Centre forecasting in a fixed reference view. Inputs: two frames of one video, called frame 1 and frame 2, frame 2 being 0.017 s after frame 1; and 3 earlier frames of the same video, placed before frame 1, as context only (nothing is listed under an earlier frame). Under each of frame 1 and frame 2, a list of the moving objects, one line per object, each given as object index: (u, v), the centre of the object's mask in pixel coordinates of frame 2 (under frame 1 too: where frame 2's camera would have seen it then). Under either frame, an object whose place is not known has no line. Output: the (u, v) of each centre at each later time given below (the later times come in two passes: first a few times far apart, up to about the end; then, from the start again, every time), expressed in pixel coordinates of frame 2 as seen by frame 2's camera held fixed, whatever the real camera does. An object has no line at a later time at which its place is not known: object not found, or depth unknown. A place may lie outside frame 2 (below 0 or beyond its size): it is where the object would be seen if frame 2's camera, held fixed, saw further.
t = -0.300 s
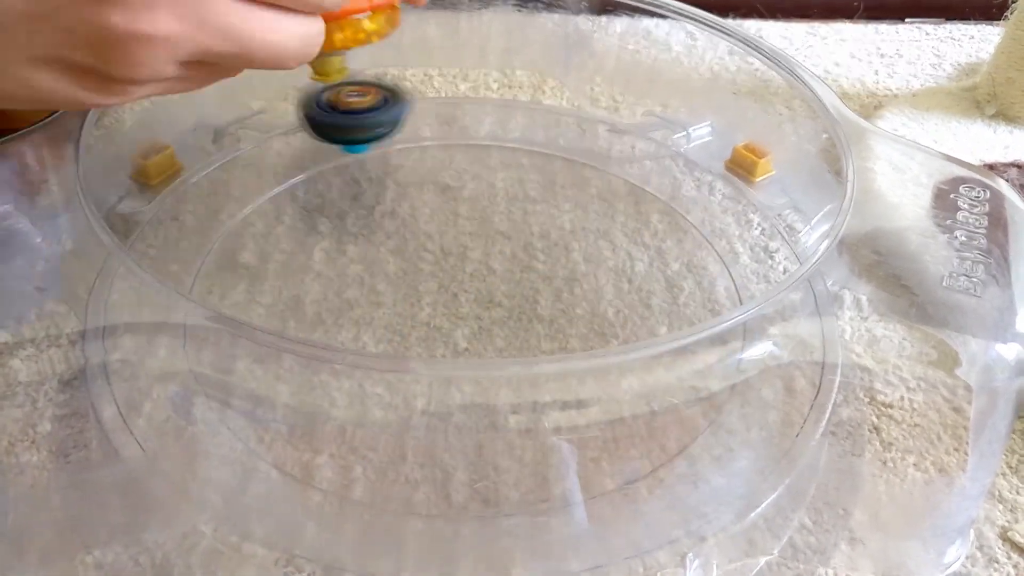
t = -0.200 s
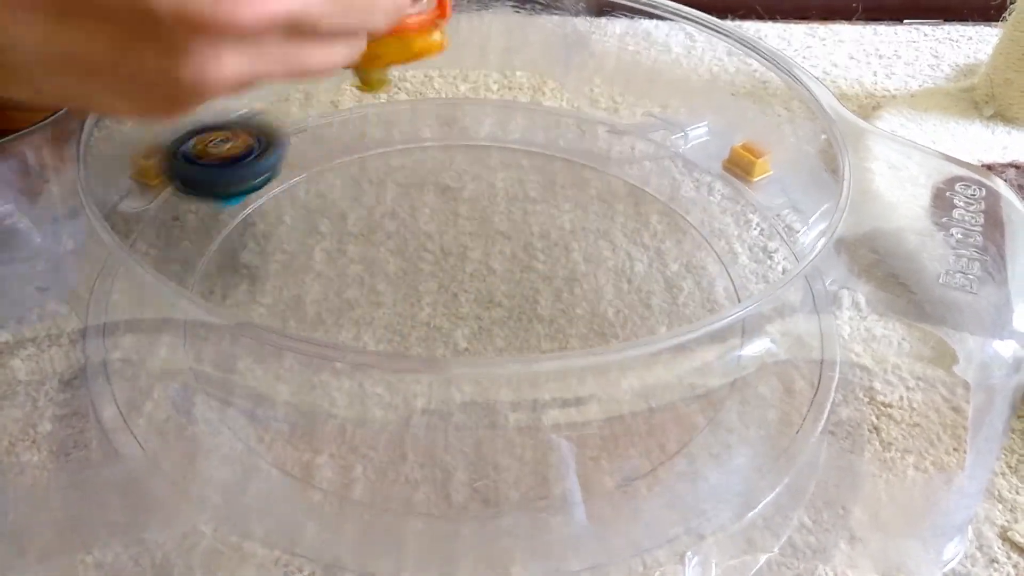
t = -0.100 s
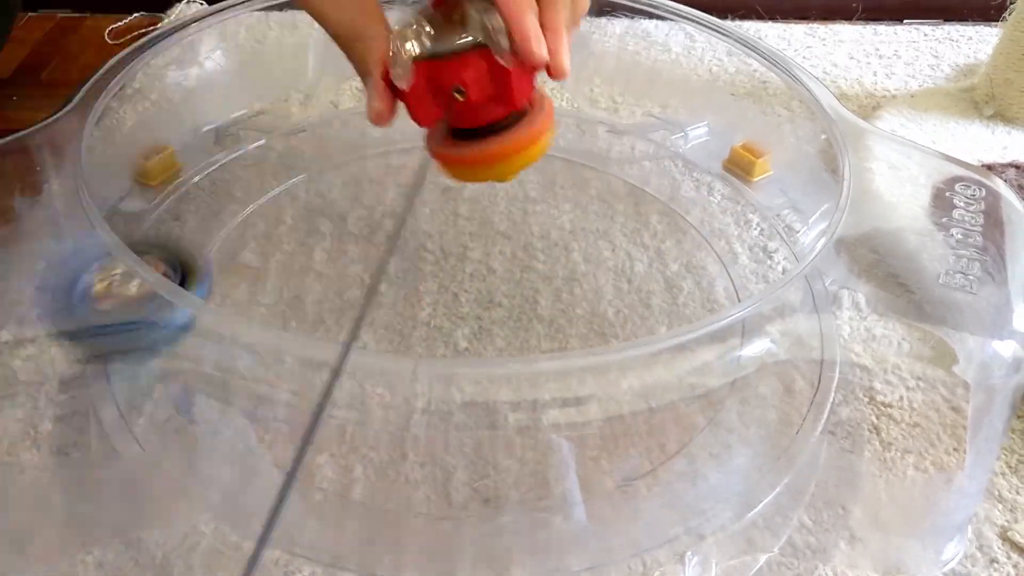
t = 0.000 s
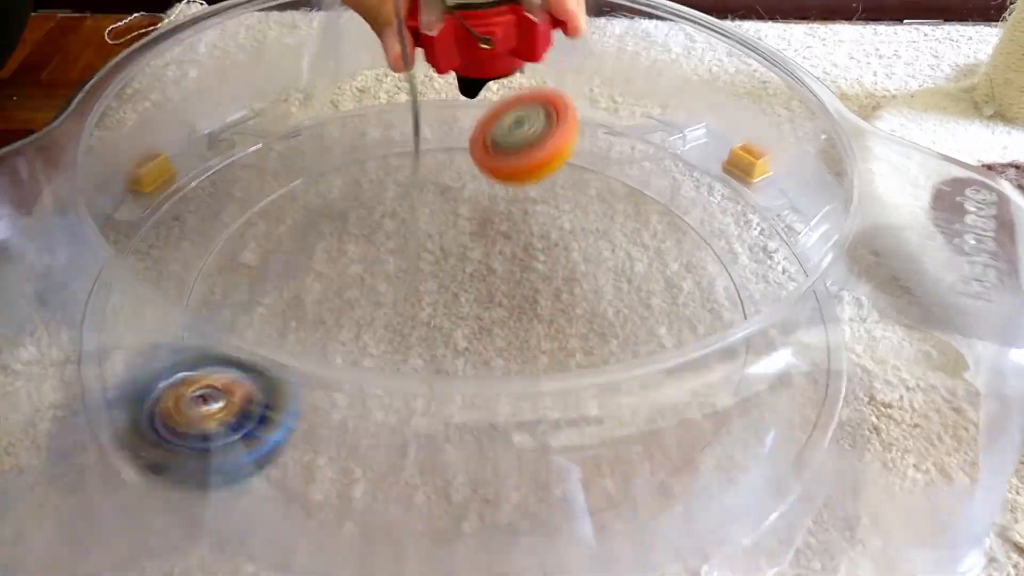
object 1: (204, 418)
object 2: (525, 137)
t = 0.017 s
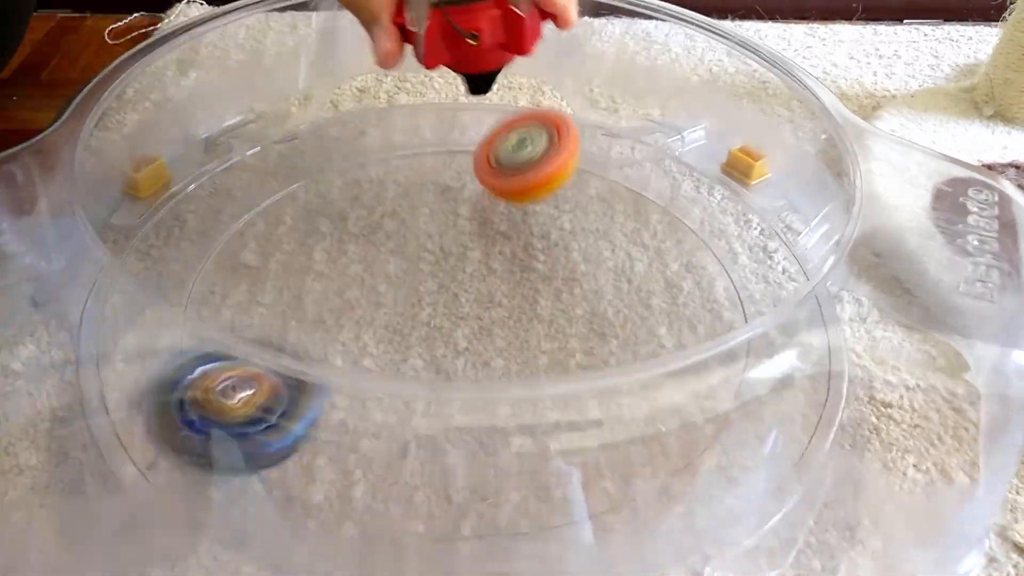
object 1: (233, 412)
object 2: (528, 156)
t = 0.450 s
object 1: (457, 325)
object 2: (632, 137)
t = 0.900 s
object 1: (324, 263)
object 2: (619, 366)
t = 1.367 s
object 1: (351, 222)
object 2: (653, 333)
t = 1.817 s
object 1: (335, 184)
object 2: (535, 407)
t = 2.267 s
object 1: (467, 246)
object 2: (516, 340)
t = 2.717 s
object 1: (499, 106)
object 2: (420, 347)
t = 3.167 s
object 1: (551, 242)
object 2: (302, 352)
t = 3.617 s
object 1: (632, 224)
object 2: (433, 295)
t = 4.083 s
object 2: (341, 255)
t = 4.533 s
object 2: (629, 212)
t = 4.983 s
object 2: (472, 215)
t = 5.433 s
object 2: (528, 314)
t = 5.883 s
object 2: (543, 326)
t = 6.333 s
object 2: (434, 325)
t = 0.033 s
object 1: (256, 407)
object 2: (528, 157)
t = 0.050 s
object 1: (286, 392)
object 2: (526, 150)
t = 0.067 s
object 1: (315, 383)
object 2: (523, 149)
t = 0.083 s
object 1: (345, 362)
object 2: (521, 151)
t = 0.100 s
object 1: (374, 341)
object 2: (518, 159)
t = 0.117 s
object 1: (395, 336)
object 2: (514, 172)
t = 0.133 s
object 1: (416, 329)
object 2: (510, 190)
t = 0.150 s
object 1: (437, 319)
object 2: (506, 203)
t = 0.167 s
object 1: (456, 307)
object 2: (502, 209)
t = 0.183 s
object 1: (463, 305)
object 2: (506, 204)
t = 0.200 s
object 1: (460, 305)
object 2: (520, 184)
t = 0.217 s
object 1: (457, 310)
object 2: (535, 169)
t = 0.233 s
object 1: (454, 318)
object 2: (549, 158)
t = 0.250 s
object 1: (451, 330)
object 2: (561, 153)
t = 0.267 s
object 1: (450, 330)
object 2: (574, 152)
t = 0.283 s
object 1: (449, 331)
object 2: (584, 151)
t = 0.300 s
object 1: (448, 334)
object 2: (593, 140)
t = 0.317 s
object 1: (449, 335)
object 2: (601, 134)
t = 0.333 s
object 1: (449, 335)
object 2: (608, 132)
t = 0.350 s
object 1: (449, 335)
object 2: (614, 129)
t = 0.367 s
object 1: (450, 334)
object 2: (618, 128)
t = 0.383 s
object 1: (450, 334)
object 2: (623, 127)
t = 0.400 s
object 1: (452, 332)
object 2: (626, 128)
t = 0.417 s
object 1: (453, 330)
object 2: (629, 130)
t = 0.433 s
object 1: (455, 328)
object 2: (631, 133)
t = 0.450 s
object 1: (457, 325)
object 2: (632, 137)
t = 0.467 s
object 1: (457, 320)
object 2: (632, 142)
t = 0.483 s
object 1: (459, 316)
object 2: (632, 148)
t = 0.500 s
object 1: (459, 310)
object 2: (630, 156)
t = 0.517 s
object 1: (460, 305)
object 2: (627, 166)
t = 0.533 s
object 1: (460, 299)
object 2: (623, 175)
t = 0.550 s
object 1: (459, 295)
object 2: (619, 186)
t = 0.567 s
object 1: (459, 290)
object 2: (612, 197)
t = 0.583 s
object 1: (458, 283)
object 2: (605, 209)
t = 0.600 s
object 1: (457, 278)
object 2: (596, 221)
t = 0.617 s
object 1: (456, 273)
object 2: (587, 233)
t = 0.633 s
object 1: (451, 268)
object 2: (580, 246)
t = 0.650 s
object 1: (434, 264)
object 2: (585, 255)
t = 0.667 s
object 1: (420, 259)
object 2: (591, 265)
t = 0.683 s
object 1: (406, 256)
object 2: (597, 275)
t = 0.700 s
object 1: (393, 253)
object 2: (601, 285)
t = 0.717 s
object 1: (383, 249)
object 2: (606, 295)
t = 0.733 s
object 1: (372, 247)
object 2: (610, 304)
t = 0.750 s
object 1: (363, 245)
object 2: (613, 310)
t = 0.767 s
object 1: (354, 244)
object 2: (615, 316)
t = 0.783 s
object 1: (347, 244)
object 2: (617, 320)
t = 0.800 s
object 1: (340, 244)
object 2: (618, 324)
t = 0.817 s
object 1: (335, 246)
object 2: (618, 328)
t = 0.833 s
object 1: (330, 248)
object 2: (622, 345)
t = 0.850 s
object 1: (326, 251)
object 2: (623, 354)
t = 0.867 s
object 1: (325, 254)
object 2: (622, 358)
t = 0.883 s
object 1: (324, 258)
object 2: (620, 364)
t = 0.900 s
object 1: (324, 263)
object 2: (619, 366)
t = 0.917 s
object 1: (326, 269)
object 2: (612, 368)
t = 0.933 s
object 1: (329, 275)
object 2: (612, 368)
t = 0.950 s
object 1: (334, 280)
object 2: (608, 384)
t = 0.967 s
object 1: (341, 285)
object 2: (602, 369)
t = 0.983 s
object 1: (348, 290)
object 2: (601, 382)
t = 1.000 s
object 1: (355, 296)
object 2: (593, 370)
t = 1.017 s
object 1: (361, 301)
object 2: (588, 371)
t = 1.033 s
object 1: (369, 306)
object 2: (583, 371)
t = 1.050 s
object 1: (377, 309)
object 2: (576, 367)
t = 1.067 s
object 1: (387, 312)
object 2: (570, 366)
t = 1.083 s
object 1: (395, 314)
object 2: (564, 360)
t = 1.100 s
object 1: (404, 315)
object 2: (557, 357)
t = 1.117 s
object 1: (414, 317)
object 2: (550, 353)
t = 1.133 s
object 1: (413, 310)
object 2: (558, 354)
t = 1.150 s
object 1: (403, 301)
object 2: (571, 349)
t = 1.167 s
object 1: (394, 289)
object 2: (585, 350)
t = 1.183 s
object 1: (386, 281)
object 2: (598, 358)
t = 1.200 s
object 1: (380, 272)
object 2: (611, 357)
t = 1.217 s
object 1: (374, 264)
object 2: (622, 354)
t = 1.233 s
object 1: (370, 254)
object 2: (633, 357)
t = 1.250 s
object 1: (365, 249)
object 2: (642, 357)
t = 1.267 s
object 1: (362, 243)
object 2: (647, 353)
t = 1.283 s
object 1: (359, 236)
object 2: (653, 353)
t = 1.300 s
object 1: (356, 231)
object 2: (655, 348)
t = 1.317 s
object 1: (355, 229)
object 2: (657, 344)
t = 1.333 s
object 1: (354, 226)
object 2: (657, 341)
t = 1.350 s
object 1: (352, 223)
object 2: (655, 336)
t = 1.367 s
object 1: (351, 222)
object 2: (653, 333)
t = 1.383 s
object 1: (351, 221)
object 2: (646, 322)
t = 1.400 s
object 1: (350, 221)
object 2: (643, 321)
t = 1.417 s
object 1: (350, 221)
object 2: (638, 320)
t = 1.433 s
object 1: (350, 222)
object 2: (631, 319)
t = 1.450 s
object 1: (350, 224)
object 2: (624, 318)
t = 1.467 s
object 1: (350, 225)
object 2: (616, 317)
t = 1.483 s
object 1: (352, 227)
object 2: (608, 316)
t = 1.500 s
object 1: (353, 230)
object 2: (598, 315)
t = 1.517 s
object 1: (354, 233)
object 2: (588, 313)
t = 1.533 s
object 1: (356, 234)
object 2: (577, 311)
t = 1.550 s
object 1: (358, 236)
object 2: (566, 310)
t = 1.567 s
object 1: (361, 241)
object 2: (554, 308)
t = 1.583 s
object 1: (363, 245)
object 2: (542, 306)
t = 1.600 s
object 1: (366, 247)
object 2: (531, 304)
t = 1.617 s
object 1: (370, 250)
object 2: (519, 304)
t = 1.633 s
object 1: (375, 253)
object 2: (508, 301)
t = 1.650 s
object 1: (380, 254)
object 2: (496, 302)
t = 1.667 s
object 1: (373, 247)
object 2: (499, 310)
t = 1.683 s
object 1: (366, 235)
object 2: (505, 317)
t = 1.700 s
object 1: (358, 224)
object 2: (510, 327)
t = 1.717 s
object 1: (352, 214)
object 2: (516, 338)
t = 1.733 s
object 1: (345, 206)
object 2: (521, 345)
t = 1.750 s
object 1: (343, 199)
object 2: (524, 363)
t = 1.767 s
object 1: (340, 195)
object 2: (528, 376)
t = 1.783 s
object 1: (338, 189)
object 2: (530, 397)
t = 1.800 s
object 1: (336, 187)
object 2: (533, 402)
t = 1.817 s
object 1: (335, 184)
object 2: (535, 407)
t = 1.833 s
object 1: (334, 184)
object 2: (538, 419)
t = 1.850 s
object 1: (335, 183)
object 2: (540, 434)
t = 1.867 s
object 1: (335, 184)
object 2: (542, 437)
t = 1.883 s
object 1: (336, 184)
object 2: (545, 440)
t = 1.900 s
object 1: (336, 187)
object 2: (547, 442)
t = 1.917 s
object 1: (336, 189)
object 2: (549, 444)
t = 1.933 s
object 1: (338, 191)
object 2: (551, 445)
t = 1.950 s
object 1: (340, 194)
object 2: (553, 446)
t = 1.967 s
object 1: (342, 198)
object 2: (554, 446)
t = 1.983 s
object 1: (345, 201)
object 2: (555, 445)
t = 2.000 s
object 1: (346, 206)
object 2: (555, 445)
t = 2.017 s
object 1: (349, 210)
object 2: (556, 442)
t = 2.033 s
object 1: (353, 216)
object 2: (557, 440)
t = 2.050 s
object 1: (358, 220)
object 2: (556, 437)
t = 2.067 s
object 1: (362, 224)
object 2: (556, 434)
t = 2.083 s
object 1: (368, 229)
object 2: (554, 431)
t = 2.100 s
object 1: (373, 234)
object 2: (553, 428)
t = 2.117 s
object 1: (378, 239)
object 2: (551, 409)
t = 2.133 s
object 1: (385, 242)
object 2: (548, 401)
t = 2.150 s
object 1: (394, 247)
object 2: (548, 396)
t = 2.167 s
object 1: (403, 250)
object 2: (542, 376)
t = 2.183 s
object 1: (413, 253)
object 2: (538, 368)
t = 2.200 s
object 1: (423, 255)
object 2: (532, 349)
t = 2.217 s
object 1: (434, 258)
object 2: (527, 344)
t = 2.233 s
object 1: (447, 259)
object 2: (521, 341)
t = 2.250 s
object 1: (459, 256)
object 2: (517, 338)
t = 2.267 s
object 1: (467, 246)
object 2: (516, 340)
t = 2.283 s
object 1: (477, 235)
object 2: (514, 342)
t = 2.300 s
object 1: (485, 224)
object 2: (511, 345)
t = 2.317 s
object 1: (493, 211)
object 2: (507, 347)
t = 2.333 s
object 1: (501, 198)
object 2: (504, 349)
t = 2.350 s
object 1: (507, 185)
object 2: (499, 362)
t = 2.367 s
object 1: (513, 173)
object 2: (494, 364)
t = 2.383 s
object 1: (518, 162)
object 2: (490, 367)
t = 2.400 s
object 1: (522, 149)
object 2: (484, 371)
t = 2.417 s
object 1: (525, 139)
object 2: (479, 373)
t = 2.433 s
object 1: (527, 129)
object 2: (475, 376)
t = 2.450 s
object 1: (526, 121)
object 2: (472, 377)
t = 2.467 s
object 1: (525, 117)
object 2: (465, 379)
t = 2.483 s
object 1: (524, 116)
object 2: (461, 378)
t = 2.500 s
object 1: (522, 114)
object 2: (457, 378)
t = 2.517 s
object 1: (521, 112)
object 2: (453, 378)
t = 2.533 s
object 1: (520, 110)
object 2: (450, 378)
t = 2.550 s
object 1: (518, 109)
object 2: (446, 378)
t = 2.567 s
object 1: (517, 106)
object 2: (443, 378)
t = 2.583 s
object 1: (515, 105)
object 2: (440, 377)
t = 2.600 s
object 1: (514, 104)
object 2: (436, 374)
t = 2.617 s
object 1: (512, 103)
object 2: (432, 372)
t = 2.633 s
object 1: (510, 103)
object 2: (430, 369)
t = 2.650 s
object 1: (509, 102)
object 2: (427, 366)
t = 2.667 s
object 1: (506, 103)
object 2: (425, 365)
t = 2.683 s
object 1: (504, 103)
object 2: (422, 360)
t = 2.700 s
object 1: (501, 104)
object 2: (420, 359)
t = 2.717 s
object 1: (499, 106)
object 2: (420, 347)
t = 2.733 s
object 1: (496, 108)
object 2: (418, 345)
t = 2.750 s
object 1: (493, 110)
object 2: (417, 344)
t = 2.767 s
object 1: (491, 112)
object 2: (414, 343)
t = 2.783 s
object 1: (489, 116)
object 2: (413, 341)
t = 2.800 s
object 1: (486, 119)
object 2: (412, 340)
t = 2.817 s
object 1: (482, 124)
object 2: (410, 337)
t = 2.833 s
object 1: (480, 132)
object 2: (408, 336)
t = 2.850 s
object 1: (477, 139)
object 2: (407, 335)
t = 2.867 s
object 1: (473, 146)
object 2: (406, 333)
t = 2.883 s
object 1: (470, 152)
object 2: (406, 332)
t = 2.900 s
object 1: (467, 161)
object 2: (404, 331)
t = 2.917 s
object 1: (465, 171)
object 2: (403, 327)
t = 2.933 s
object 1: (463, 179)
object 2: (403, 325)
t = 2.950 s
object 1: (460, 189)
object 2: (402, 322)
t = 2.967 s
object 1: (458, 199)
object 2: (402, 319)
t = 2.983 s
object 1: (456, 209)
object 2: (401, 316)
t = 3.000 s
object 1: (455, 217)
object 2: (399, 313)
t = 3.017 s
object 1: (455, 227)
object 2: (398, 311)
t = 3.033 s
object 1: (460, 232)
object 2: (388, 314)
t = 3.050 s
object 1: (471, 232)
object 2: (371, 321)
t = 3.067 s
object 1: (481, 233)
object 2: (358, 324)
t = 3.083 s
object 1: (492, 235)
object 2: (344, 326)
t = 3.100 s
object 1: (504, 236)
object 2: (333, 328)
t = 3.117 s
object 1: (515, 238)
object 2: (325, 330)
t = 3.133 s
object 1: (526, 239)
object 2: (315, 341)
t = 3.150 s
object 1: (539, 241)
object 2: (307, 346)
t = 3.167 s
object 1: (551, 242)
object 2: (302, 352)
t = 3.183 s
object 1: (563, 244)
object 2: (297, 356)
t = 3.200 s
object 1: (574, 245)
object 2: (295, 357)
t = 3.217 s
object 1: (587, 246)
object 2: (294, 359)
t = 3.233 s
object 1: (598, 244)
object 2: (294, 359)
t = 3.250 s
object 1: (609, 245)
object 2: (298, 359)
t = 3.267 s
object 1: (622, 244)
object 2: (300, 360)
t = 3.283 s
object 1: (632, 241)
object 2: (306, 360)
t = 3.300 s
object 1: (641, 241)
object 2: (308, 362)
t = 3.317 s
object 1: (649, 240)
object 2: (314, 364)
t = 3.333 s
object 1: (658, 238)
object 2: (320, 365)
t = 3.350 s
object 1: (665, 236)
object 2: (326, 364)
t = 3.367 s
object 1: (670, 235)
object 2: (333, 361)
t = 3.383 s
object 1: (676, 233)
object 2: (341, 358)
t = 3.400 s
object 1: (680, 229)
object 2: (348, 355)
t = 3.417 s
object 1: (682, 227)
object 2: (356, 350)
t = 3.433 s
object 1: (684, 225)
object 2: (364, 338)
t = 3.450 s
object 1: (685, 221)
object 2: (371, 336)
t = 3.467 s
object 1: (684, 220)
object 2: (378, 334)
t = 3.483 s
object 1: (683, 220)
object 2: (384, 331)
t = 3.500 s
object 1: (679, 219)
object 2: (390, 329)
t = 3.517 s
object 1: (676, 219)
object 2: (398, 325)
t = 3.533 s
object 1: (669, 219)
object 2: (405, 322)
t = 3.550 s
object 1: (663, 220)
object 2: (411, 316)
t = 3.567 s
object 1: (656, 221)
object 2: (417, 311)
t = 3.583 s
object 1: (649, 221)
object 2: (423, 306)
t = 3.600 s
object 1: (641, 222)
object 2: (428, 299)
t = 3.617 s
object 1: (632, 224)
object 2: (433, 295)
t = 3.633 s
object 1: (622, 225)
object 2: (437, 289)
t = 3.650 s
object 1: (612, 228)
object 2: (441, 283)
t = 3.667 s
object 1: (602, 229)
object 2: (444, 278)
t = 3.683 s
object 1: (592, 231)
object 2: (447, 273)
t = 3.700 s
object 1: (582, 235)
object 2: (450, 269)
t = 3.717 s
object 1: (574, 236)
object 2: (450, 264)
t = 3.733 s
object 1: (598, 231)
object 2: (416, 249)
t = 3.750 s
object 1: (631, 231)
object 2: (383, 229)
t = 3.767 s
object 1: (658, 236)
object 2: (349, 215)
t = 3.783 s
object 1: (689, 244)
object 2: (316, 204)
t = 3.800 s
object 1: (718, 240)
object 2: (284, 199)
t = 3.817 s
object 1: (742, 237)
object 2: (257, 187)
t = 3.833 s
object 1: (765, 238)
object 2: (238, 172)
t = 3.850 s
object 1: (780, 238)
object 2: (219, 161)
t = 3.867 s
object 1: (775, 245)
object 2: (206, 157)
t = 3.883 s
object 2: (210, 165)
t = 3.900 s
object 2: (215, 174)
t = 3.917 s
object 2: (223, 180)
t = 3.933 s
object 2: (230, 186)
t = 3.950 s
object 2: (238, 192)
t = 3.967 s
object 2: (247, 201)
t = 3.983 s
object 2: (258, 210)
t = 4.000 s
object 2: (269, 218)
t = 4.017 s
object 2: (283, 225)
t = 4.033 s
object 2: (296, 233)
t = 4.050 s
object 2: (310, 241)
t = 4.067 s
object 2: (325, 247)
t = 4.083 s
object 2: (341, 255)
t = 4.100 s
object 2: (357, 262)
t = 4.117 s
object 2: (373, 268)
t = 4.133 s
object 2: (390, 273)
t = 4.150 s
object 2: (407, 278)
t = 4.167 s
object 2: (422, 282)
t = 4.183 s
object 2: (439, 284)
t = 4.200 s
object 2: (455, 289)
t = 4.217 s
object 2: (471, 289)
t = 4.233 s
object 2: (487, 289)
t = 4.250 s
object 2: (502, 289)
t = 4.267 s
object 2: (517, 290)
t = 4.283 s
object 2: (531, 287)
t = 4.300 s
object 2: (545, 287)
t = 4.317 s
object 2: (557, 282)
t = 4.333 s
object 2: (568, 281)
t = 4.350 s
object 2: (578, 275)
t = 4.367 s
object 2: (588, 272)
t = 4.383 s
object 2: (596, 266)
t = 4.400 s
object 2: (604, 261)
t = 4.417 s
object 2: (611, 255)
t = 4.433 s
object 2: (616, 249)
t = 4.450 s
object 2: (621, 243)
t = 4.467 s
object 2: (624, 237)
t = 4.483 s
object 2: (626, 231)
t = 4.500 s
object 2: (628, 225)
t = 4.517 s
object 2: (629, 219)
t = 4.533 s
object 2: (629, 212)
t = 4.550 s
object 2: (628, 208)
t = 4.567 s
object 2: (627, 202)
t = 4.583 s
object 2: (625, 198)
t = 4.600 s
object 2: (622, 191)
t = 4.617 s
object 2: (619, 188)
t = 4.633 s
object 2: (616, 184)
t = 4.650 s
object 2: (611, 181)
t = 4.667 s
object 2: (606, 178)
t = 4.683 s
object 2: (600, 177)
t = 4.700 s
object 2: (593, 176)
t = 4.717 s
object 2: (587, 175)
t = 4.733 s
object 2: (579, 177)
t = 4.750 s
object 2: (571, 177)
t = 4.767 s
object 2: (562, 180)
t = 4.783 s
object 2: (554, 180)
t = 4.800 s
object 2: (545, 184)
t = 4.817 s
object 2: (536, 186)
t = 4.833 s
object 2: (527, 190)
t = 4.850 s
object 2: (518, 194)
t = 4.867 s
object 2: (508, 198)
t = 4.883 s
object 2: (499, 201)
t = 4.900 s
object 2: (490, 205)
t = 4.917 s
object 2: (480, 211)
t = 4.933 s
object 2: (472, 214)
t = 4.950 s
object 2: (469, 216)
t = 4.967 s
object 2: (471, 215)
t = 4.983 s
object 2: (472, 215)
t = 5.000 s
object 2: (473, 215)
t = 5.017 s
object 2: (475, 216)
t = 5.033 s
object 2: (477, 217)
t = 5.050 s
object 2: (480, 218)
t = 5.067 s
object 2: (481, 221)
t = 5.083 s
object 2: (484, 223)
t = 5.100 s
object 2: (486, 227)
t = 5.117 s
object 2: (488, 230)
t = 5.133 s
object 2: (490, 236)
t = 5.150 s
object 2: (493, 239)
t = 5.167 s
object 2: (495, 245)
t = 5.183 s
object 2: (498, 249)
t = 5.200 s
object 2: (500, 254)
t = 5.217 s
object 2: (503, 260)
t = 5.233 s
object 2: (505, 265)
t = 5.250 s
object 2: (506, 270)
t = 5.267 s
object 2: (508, 274)
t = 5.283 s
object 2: (509, 282)
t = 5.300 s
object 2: (511, 284)
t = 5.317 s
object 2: (512, 289)
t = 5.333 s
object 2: (513, 293)
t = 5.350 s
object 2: (516, 298)
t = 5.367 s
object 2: (518, 302)
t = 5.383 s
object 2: (520, 305)
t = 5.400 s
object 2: (522, 308)
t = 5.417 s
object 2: (525, 311)
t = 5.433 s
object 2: (528, 314)
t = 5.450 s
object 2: (531, 316)
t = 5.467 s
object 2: (534, 318)
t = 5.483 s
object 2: (537, 319)
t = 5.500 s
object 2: (540, 320)
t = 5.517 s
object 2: (543, 321)
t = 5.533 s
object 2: (546, 322)
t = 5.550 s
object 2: (549, 323)
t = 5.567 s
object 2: (552, 324)
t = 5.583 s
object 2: (555, 324)
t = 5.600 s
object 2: (558, 325)
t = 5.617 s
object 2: (561, 325)
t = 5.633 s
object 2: (563, 326)
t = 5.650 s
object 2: (565, 325)
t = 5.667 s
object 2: (566, 326)
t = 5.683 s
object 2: (567, 326)
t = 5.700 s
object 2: (568, 326)
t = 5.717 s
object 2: (567, 326)
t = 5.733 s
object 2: (567, 326)
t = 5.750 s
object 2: (566, 326)
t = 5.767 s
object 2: (565, 326)
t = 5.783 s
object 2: (563, 326)
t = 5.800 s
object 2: (560, 326)
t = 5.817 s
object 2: (558, 327)
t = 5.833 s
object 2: (555, 326)
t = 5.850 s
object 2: (551, 326)
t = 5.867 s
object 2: (547, 326)
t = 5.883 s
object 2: (543, 326)
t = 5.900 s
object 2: (538, 326)
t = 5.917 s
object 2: (534, 326)
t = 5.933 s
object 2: (530, 326)
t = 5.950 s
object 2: (525, 326)
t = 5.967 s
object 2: (521, 326)
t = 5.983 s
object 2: (516, 326)
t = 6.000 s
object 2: (511, 326)
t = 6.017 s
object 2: (507, 327)
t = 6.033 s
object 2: (502, 327)
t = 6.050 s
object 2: (498, 327)
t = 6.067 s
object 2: (493, 328)
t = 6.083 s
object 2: (489, 327)
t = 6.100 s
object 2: (484, 328)
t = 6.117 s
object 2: (480, 328)
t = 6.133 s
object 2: (476, 328)
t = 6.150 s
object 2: (472, 328)
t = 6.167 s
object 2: (469, 328)
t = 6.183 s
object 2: (464, 328)
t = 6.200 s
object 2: (460, 328)
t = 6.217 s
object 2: (456, 328)
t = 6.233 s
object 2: (453, 328)
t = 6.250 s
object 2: (450, 328)
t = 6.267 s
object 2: (447, 328)
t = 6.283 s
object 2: (444, 326)
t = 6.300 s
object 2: (441, 326)
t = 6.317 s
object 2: (437, 325)
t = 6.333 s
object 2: (434, 325)
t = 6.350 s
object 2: (430, 326)
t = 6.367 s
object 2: (425, 327)
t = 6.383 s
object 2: (420, 329)
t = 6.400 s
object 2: (415, 329)
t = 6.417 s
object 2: (411, 331)
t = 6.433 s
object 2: (407, 332)
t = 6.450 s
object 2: (404, 332)
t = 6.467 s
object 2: (400, 334)
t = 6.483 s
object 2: (397, 334)
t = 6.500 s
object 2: (394, 335)
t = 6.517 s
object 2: (392, 335)
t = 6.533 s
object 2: (390, 335)
